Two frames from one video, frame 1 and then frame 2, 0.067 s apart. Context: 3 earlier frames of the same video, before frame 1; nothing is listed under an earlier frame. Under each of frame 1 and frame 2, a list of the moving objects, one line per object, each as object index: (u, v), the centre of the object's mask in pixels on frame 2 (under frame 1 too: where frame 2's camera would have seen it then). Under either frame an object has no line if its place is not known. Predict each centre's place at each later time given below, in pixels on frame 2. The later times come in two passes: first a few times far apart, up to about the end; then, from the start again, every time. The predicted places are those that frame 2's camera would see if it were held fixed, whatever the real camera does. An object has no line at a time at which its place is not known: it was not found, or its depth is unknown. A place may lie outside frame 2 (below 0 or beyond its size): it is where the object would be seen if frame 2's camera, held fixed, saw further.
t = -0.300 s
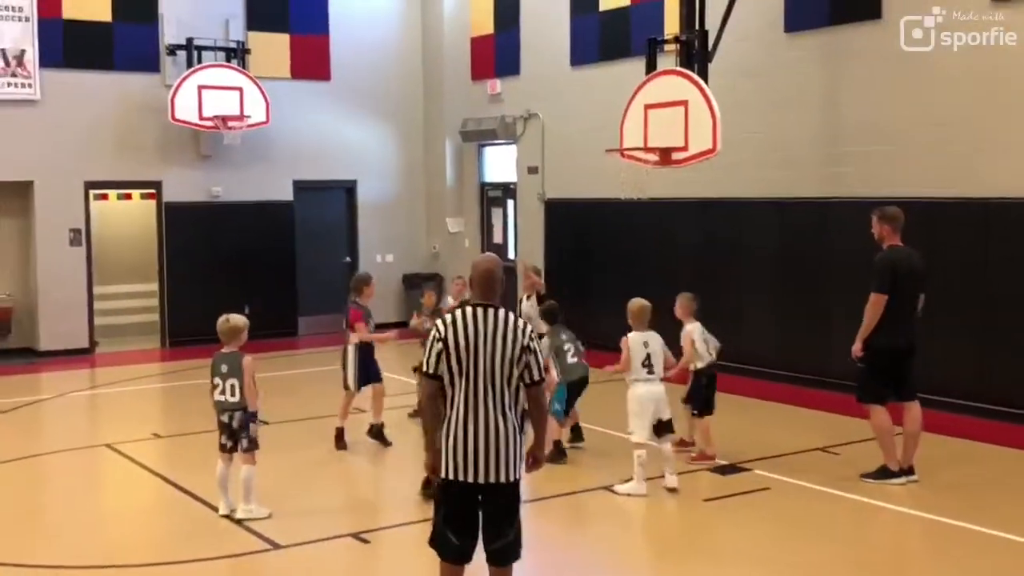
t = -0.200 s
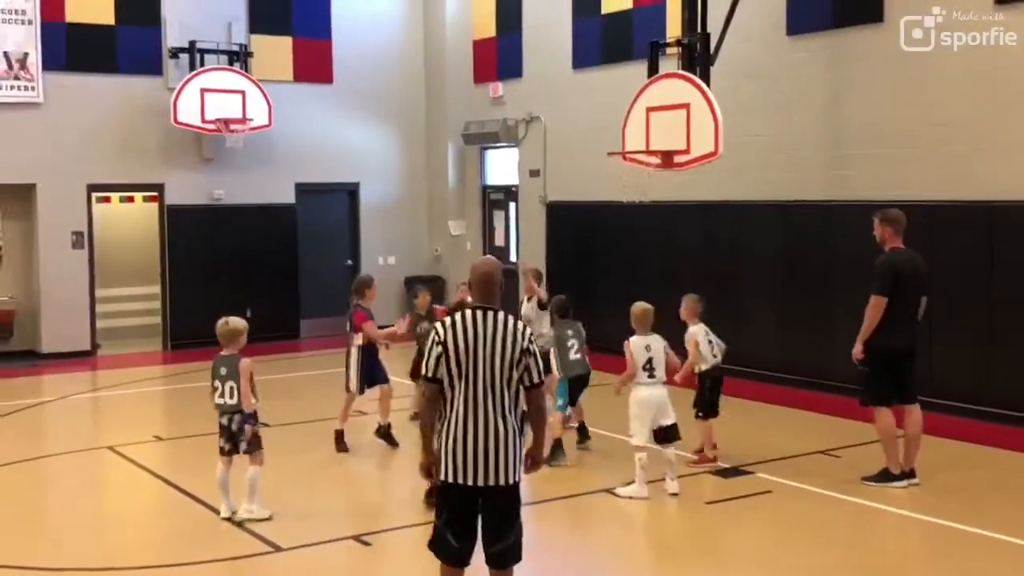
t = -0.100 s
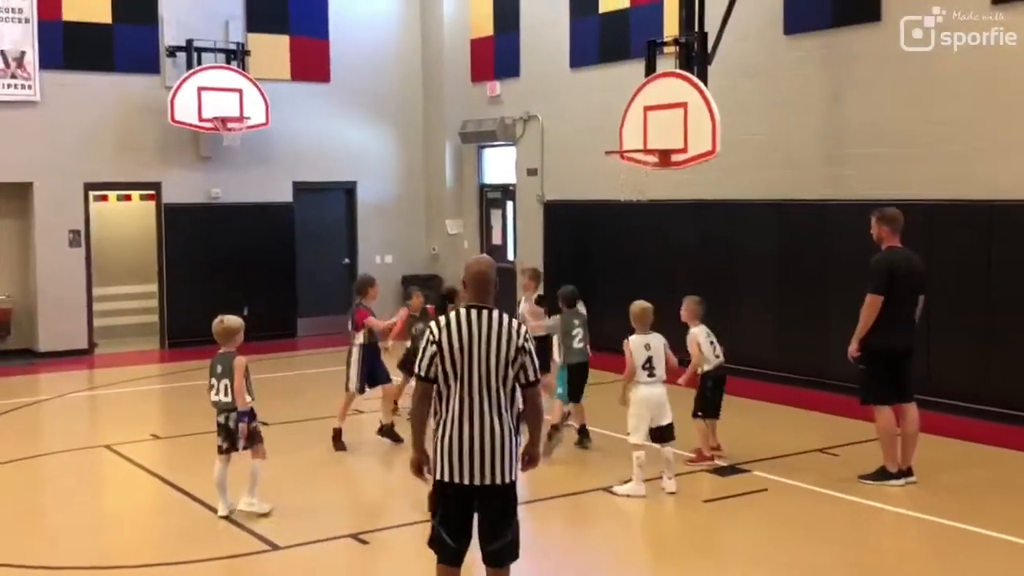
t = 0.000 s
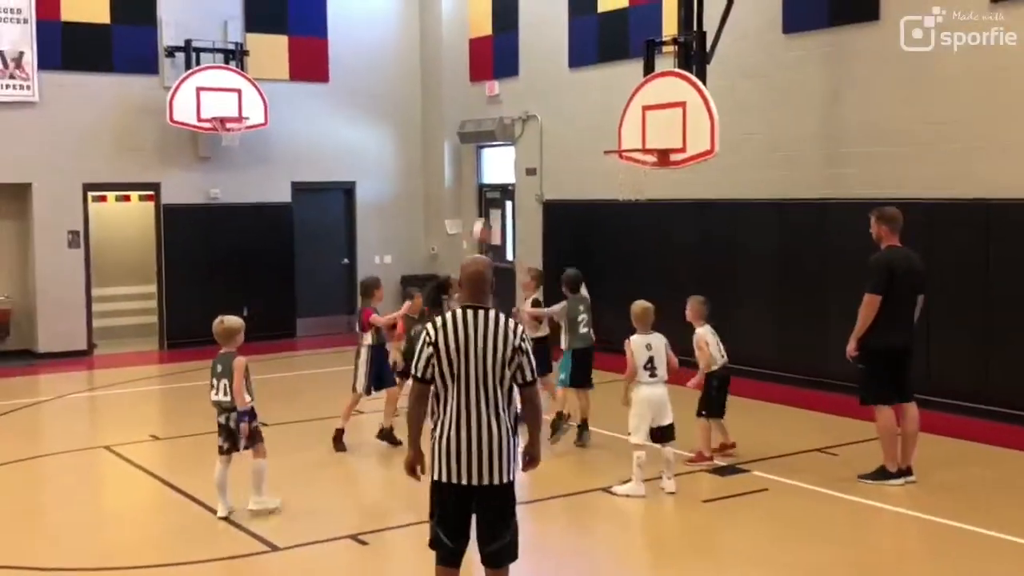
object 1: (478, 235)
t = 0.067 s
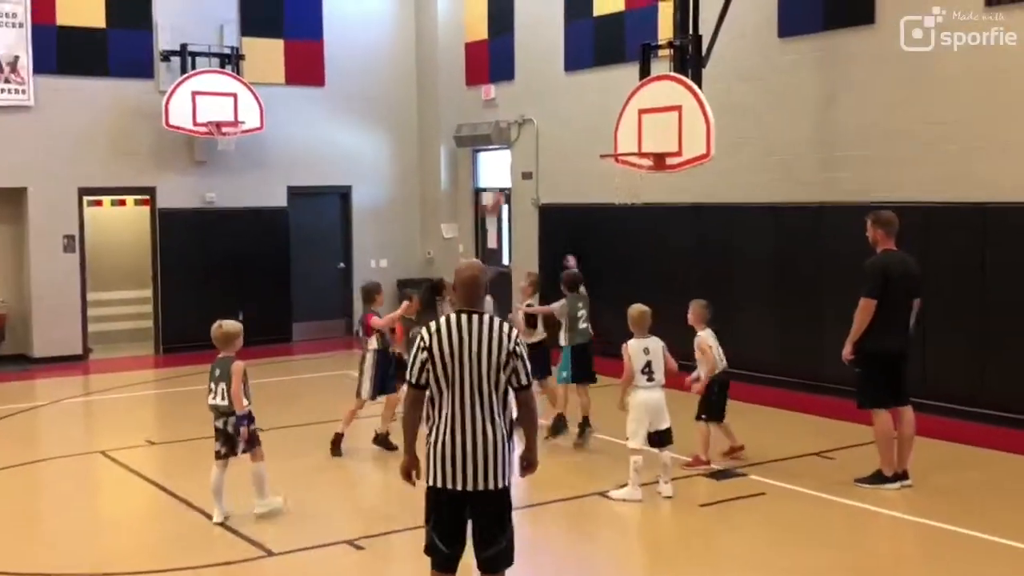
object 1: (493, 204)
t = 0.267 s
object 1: (536, 130)
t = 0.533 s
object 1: (594, 101)
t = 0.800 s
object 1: (645, 137)
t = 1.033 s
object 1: (635, 99)
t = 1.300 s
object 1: (623, 130)
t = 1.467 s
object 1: (617, 186)
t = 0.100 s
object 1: (499, 189)
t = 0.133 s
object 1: (505, 174)
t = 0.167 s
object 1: (513, 161)
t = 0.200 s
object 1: (520, 149)
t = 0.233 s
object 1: (528, 138)
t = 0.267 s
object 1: (536, 130)
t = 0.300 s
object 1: (542, 122)
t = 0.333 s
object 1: (550, 115)
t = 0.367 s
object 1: (557, 109)
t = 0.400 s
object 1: (565, 105)
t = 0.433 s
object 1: (572, 102)
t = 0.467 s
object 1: (579, 101)
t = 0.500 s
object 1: (586, 101)
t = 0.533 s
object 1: (594, 101)
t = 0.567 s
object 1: (601, 102)
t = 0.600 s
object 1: (607, 104)
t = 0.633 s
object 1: (615, 108)
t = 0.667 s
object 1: (622, 113)
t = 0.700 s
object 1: (629, 120)
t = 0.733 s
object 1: (637, 131)
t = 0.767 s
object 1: (643, 138)
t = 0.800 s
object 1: (645, 137)
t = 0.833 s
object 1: (643, 128)
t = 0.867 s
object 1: (642, 120)
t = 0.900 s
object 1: (641, 114)
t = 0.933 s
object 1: (640, 109)
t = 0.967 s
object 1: (638, 104)
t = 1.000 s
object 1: (636, 101)
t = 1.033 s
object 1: (635, 99)
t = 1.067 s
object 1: (634, 99)
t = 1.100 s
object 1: (633, 100)
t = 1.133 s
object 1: (632, 101)
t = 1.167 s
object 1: (631, 104)
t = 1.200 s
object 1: (628, 110)
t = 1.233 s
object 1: (627, 116)
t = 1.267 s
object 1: (625, 121)
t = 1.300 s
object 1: (623, 130)
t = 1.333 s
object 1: (622, 139)
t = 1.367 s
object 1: (620, 150)
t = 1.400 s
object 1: (618, 164)
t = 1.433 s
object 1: (617, 175)
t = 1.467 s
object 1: (617, 186)
